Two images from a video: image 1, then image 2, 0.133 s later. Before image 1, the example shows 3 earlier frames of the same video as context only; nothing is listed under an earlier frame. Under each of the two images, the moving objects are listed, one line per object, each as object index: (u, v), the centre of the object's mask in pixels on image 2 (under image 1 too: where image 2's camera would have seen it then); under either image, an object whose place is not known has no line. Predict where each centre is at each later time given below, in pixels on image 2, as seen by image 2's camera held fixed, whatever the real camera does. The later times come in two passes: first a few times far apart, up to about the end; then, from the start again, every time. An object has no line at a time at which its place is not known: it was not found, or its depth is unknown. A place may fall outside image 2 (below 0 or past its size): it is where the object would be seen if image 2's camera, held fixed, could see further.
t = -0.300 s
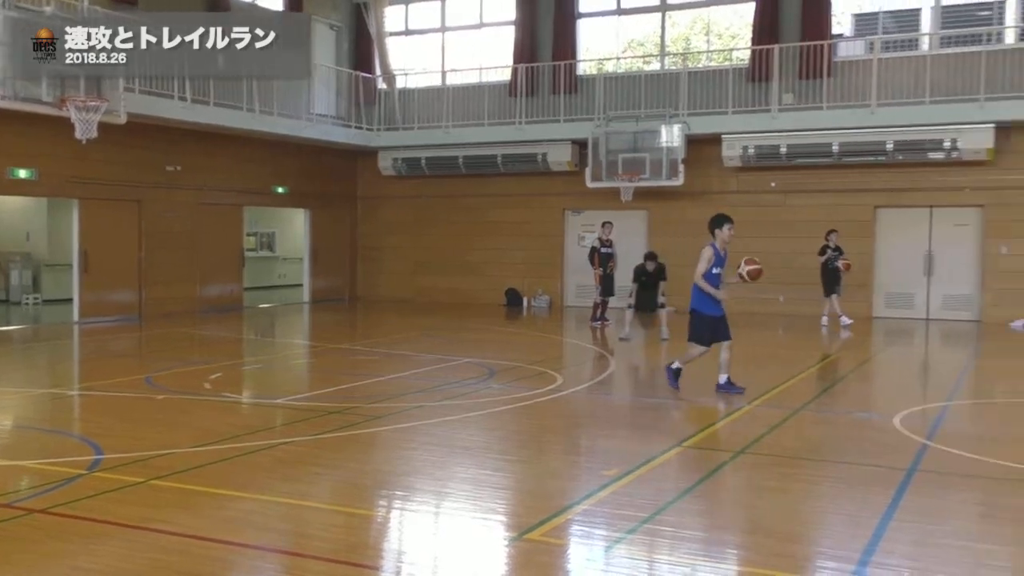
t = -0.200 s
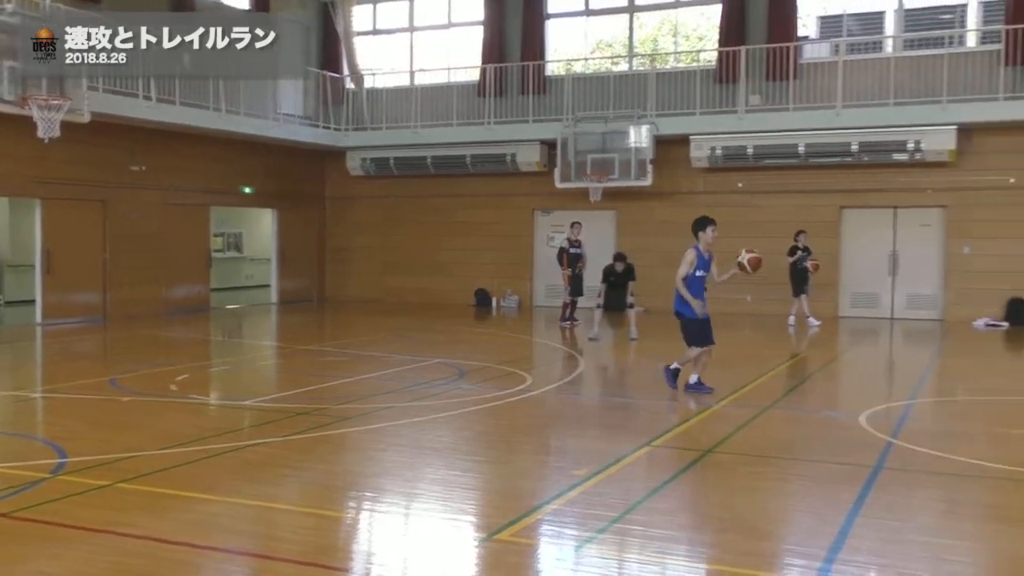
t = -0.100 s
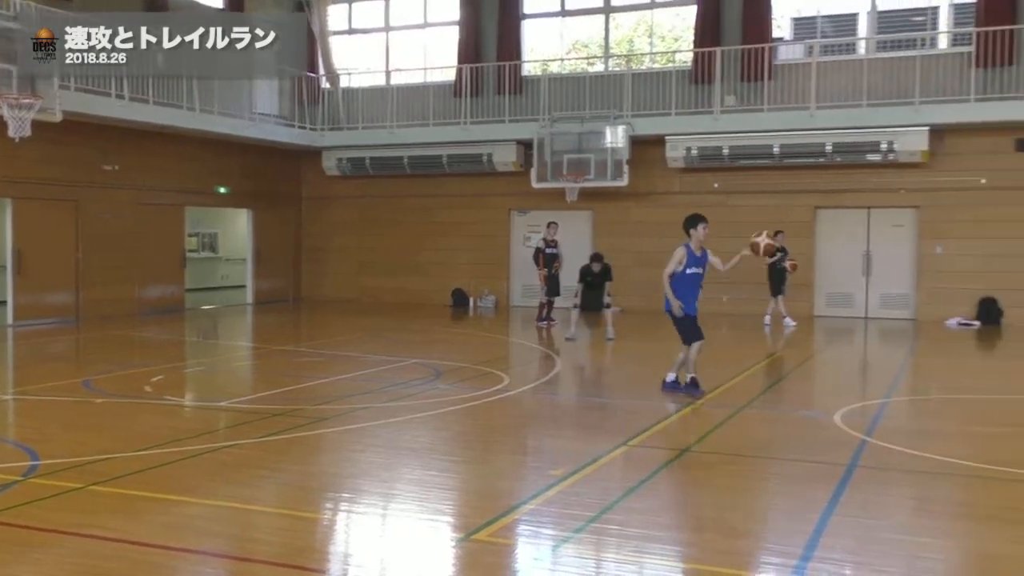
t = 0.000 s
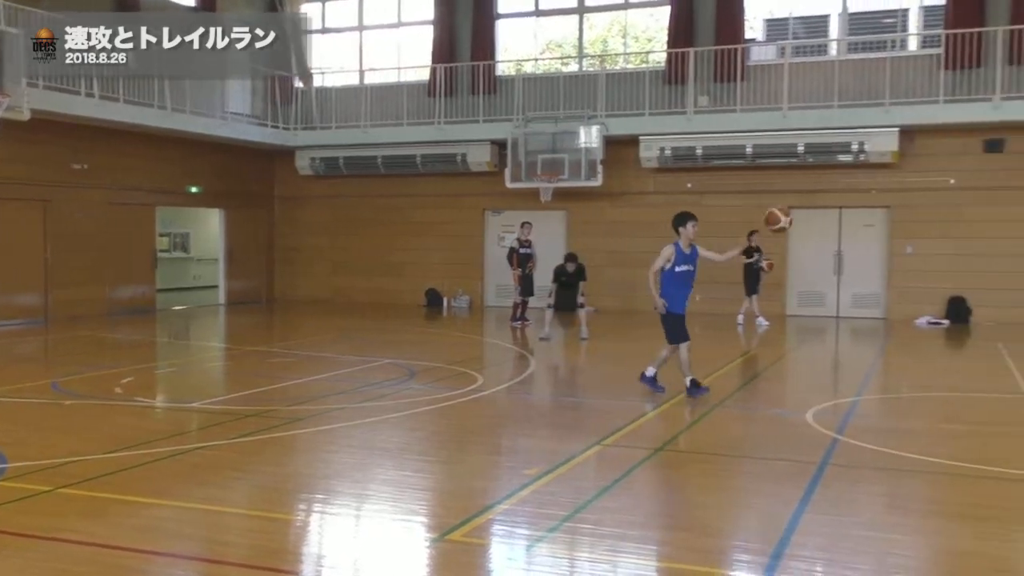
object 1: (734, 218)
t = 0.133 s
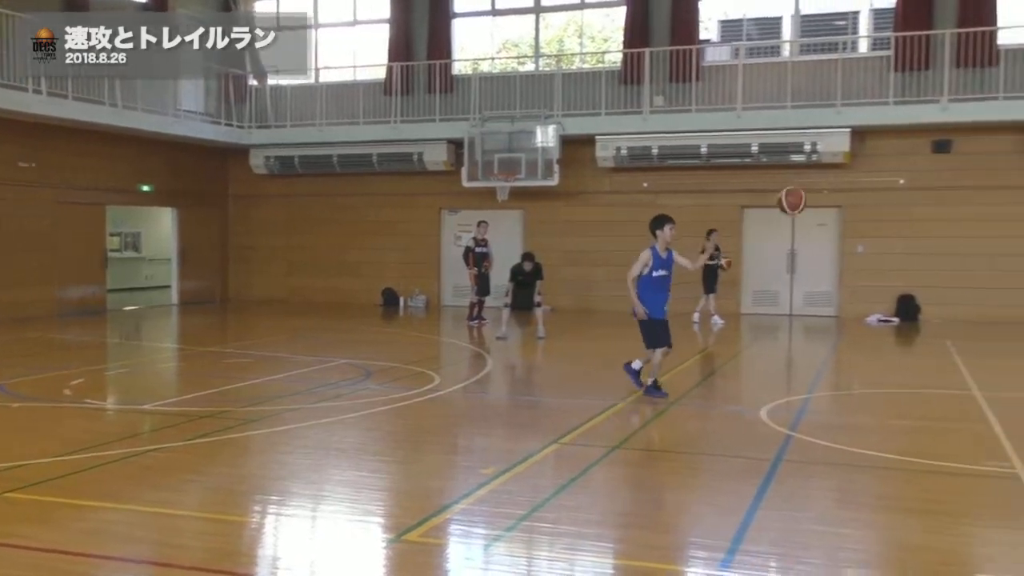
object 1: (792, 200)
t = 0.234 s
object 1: (837, 200)
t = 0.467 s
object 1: (949, 253)
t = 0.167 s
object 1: (807, 199)
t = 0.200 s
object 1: (822, 199)
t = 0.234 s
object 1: (837, 200)
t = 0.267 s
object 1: (852, 203)
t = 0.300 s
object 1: (867, 207)
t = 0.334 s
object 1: (883, 213)
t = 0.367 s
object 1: (899, 221)
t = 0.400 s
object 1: (915, 230)
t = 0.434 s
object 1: (932, 241)
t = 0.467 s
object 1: (949, 253)
